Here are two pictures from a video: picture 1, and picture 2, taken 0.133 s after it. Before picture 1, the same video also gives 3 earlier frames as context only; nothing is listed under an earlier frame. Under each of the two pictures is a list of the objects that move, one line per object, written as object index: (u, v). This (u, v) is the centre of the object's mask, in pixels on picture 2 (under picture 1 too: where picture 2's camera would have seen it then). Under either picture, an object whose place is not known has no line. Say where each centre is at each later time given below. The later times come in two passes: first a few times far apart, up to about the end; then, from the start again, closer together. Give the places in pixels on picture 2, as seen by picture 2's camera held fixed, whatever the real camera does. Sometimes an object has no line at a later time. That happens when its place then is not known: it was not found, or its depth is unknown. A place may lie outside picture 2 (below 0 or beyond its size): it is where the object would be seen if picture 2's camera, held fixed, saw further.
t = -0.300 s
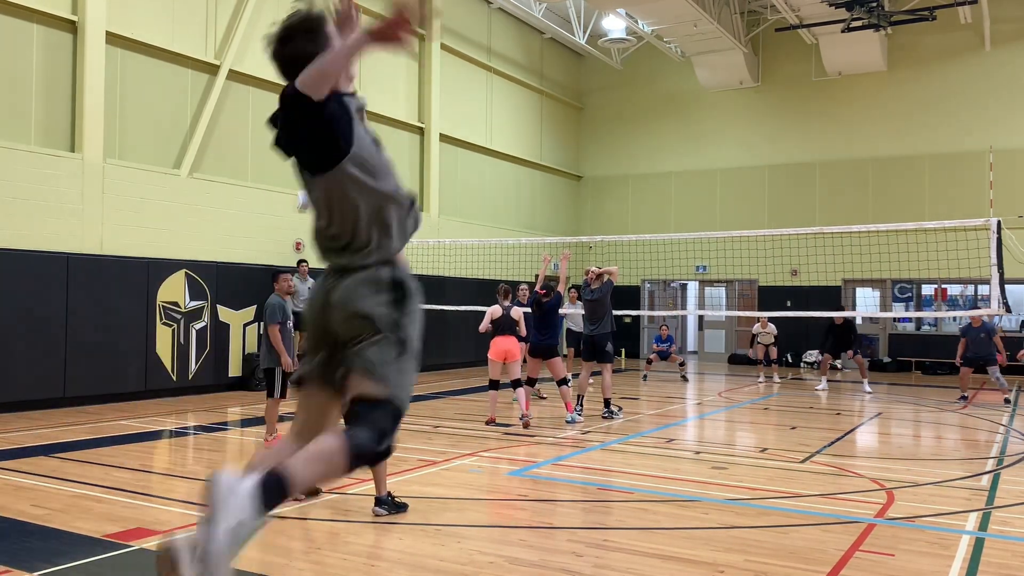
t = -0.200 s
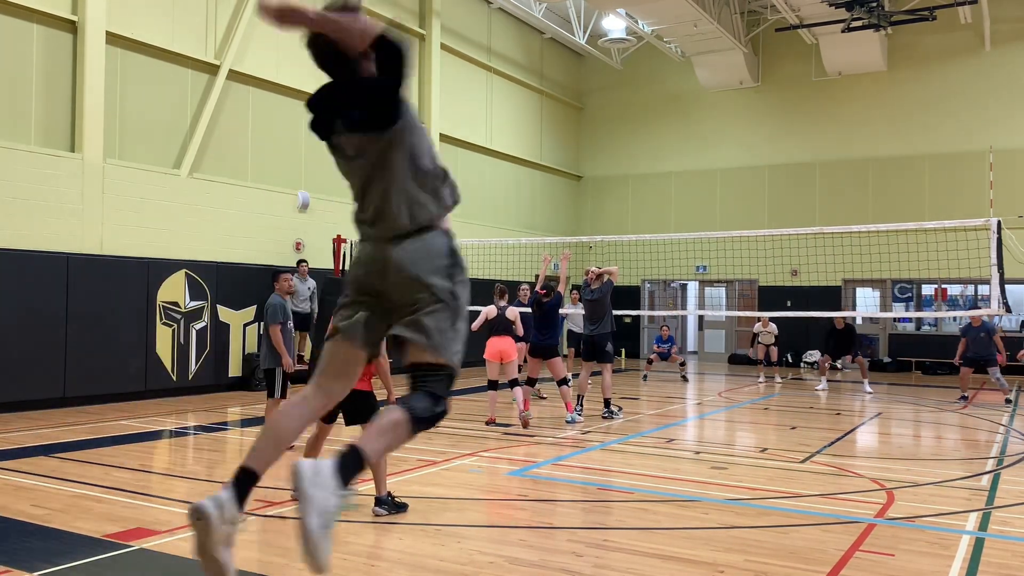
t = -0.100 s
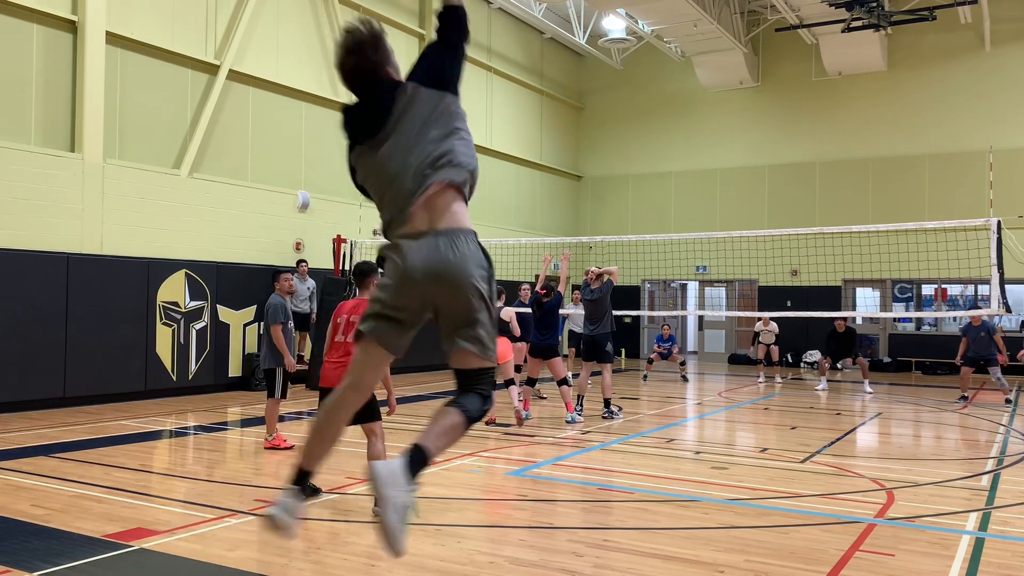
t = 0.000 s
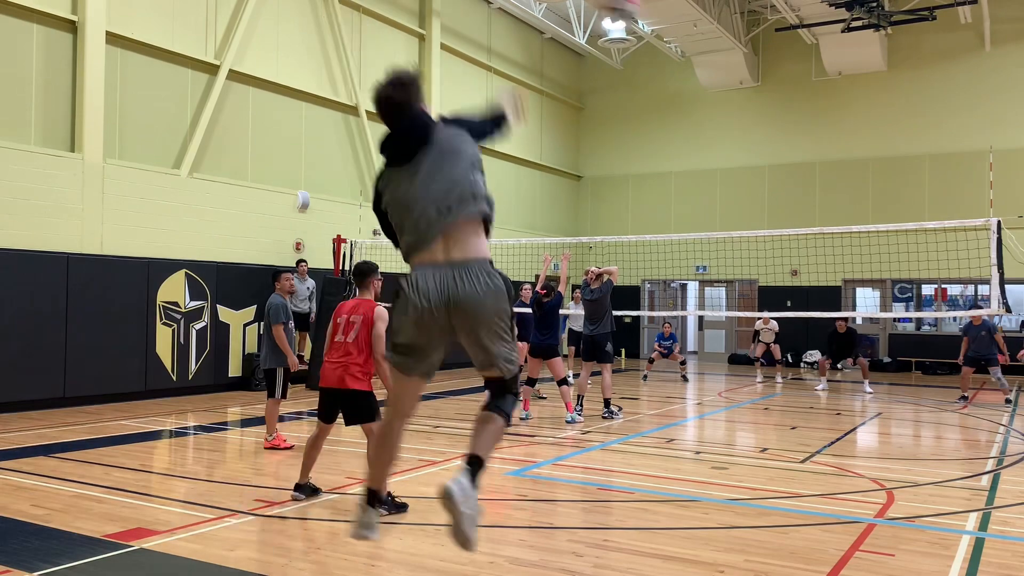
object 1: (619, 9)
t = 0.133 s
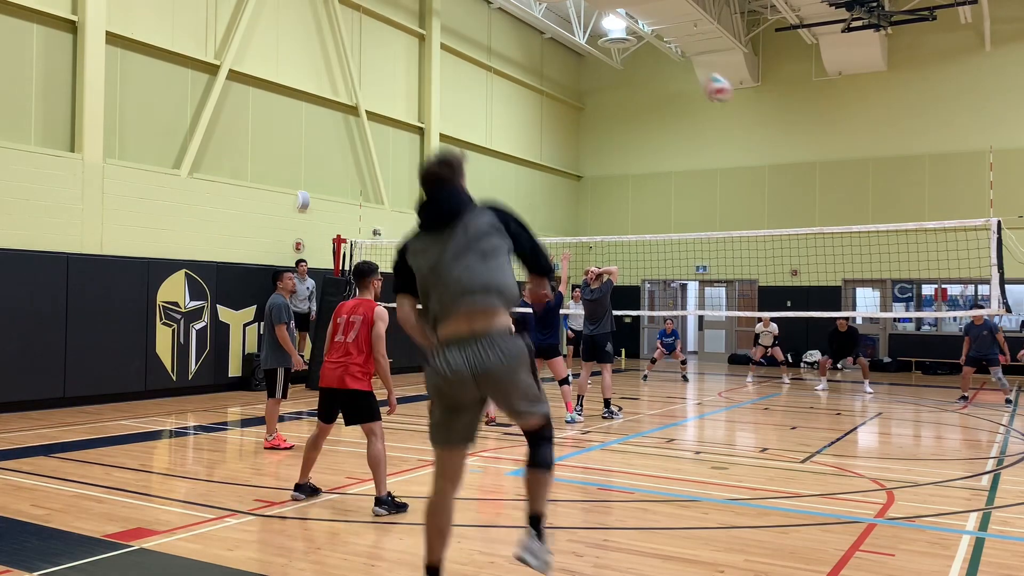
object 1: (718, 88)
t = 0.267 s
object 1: (763, 154)
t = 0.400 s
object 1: (790, 213)
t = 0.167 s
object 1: (732, 106)
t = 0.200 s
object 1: (744, 122)
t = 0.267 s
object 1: (763, 154)
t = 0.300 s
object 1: (772, 169)
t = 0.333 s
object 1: (778, 185)
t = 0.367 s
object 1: (785, 199)
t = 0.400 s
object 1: (790, 213)
